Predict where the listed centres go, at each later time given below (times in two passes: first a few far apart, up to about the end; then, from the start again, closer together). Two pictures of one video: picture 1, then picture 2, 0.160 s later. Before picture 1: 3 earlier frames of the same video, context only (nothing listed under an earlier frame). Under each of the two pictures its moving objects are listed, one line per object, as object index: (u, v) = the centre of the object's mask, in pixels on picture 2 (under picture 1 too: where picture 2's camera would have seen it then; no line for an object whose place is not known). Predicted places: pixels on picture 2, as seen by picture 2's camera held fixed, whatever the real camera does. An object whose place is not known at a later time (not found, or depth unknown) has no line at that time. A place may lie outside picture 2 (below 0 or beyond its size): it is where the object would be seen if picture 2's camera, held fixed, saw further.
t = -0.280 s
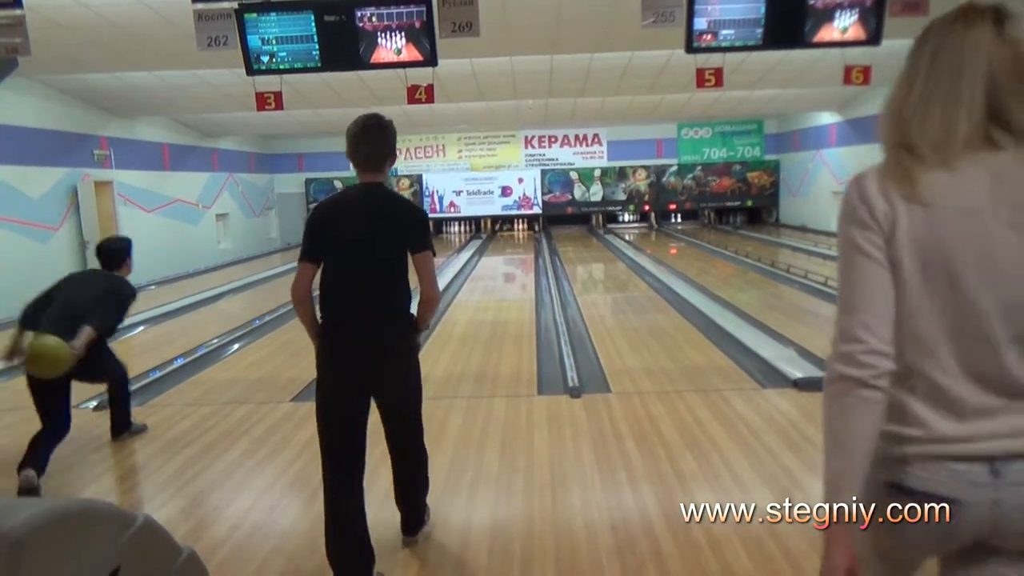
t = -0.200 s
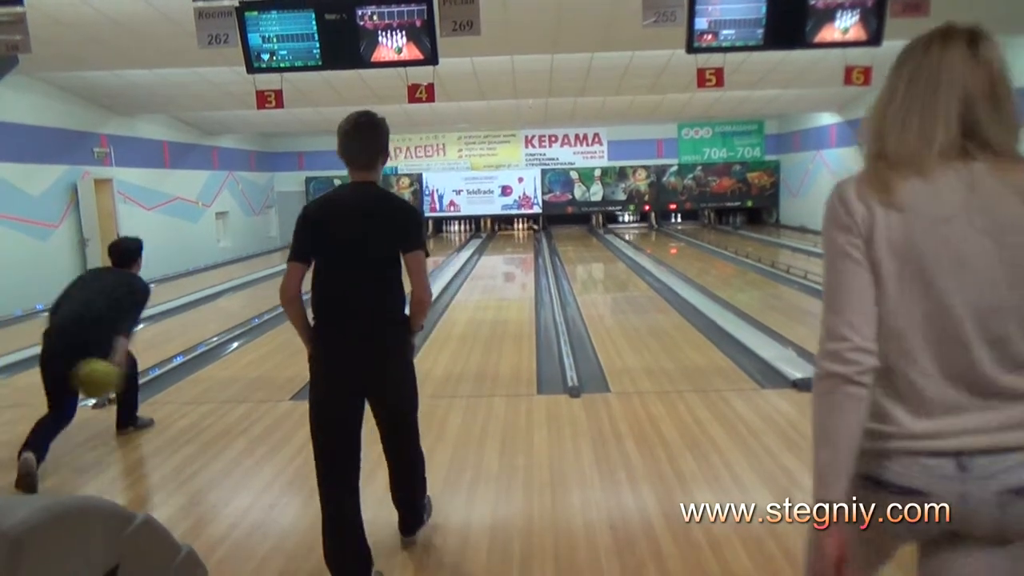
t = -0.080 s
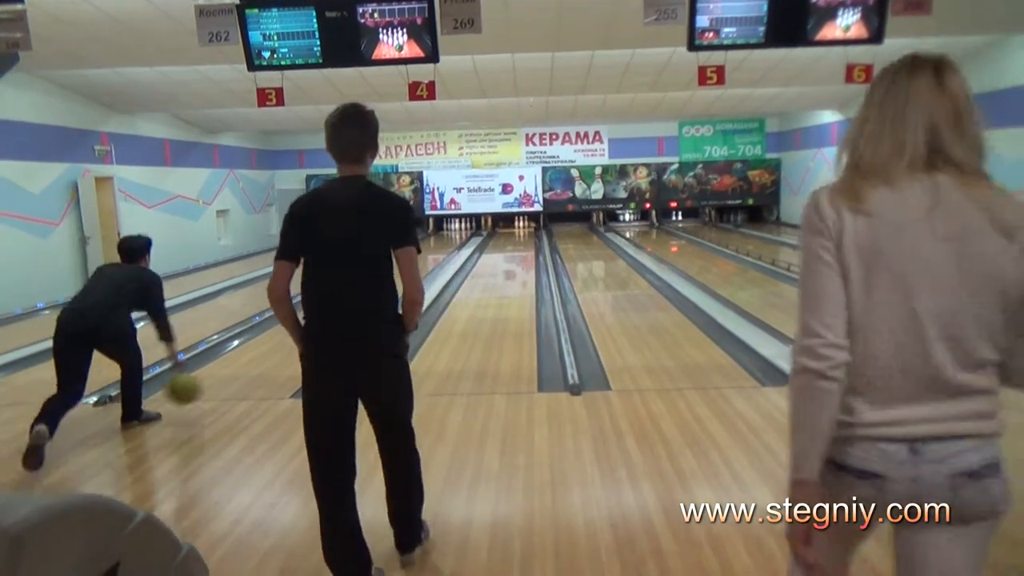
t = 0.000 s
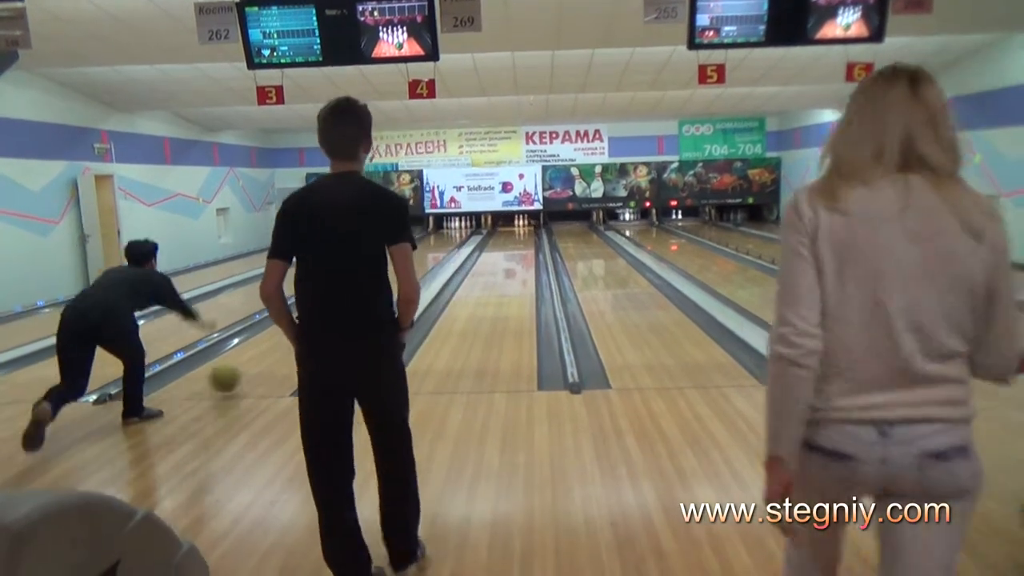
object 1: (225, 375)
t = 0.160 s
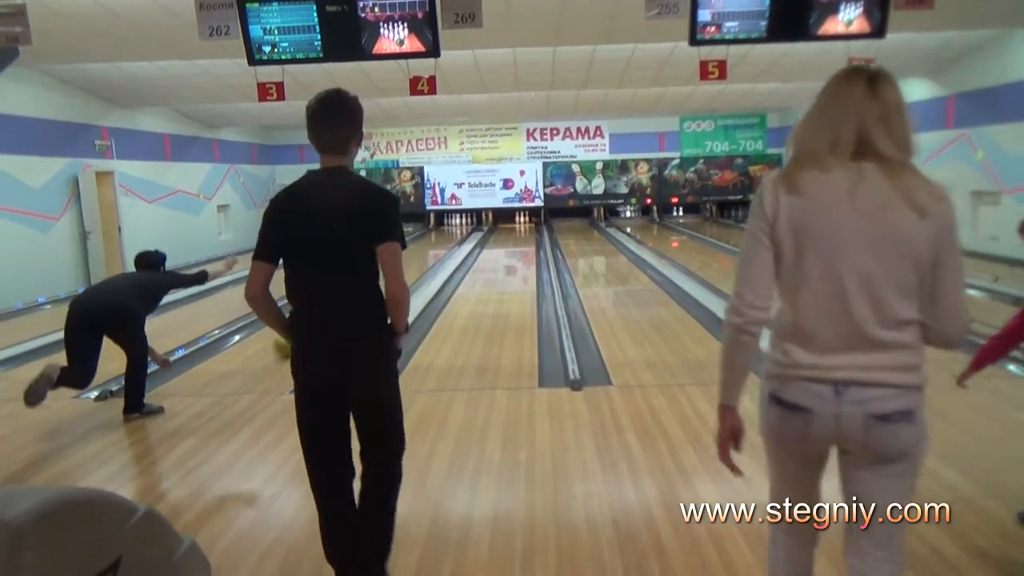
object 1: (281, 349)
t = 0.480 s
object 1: (362, 305)
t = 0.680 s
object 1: (388, 288)
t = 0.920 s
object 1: (414, 272)
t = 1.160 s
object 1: (433, 263)
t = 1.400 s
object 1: (445, 256)
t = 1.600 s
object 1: (451, 250)
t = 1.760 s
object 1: (454, 246)
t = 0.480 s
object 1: (362, 305)
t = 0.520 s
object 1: (365, 301)
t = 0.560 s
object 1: (372, 296)
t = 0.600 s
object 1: (377, 293)
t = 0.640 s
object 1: (382, 291)
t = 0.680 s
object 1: (388, 288)
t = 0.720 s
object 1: (394, 285)
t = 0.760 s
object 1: (398, 282)
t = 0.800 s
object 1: (402, 280)
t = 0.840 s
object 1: (407, 278)
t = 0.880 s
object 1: (411, 274)
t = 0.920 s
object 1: (414, 272)
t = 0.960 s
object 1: (418, 270)
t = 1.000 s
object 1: (421, 267)
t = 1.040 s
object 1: (424, 266)
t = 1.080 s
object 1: (427, 265)
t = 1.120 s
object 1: (430, 265)
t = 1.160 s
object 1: (433, 263)
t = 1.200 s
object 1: (438, 260)
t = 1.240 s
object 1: (439, 260)
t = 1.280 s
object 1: (439, 260)
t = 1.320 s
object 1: (441, 258)
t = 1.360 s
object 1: (443, 256)
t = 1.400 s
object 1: (445, 256)
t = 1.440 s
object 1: (446, 254)
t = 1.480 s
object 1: (447, 253)
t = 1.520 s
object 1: (448, 252)
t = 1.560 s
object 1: (450, 251)
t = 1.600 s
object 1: (451, 250)
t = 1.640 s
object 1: (451, 249)
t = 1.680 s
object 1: (452, 249)
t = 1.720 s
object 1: (453, 248)
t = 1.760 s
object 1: (454, 246)
